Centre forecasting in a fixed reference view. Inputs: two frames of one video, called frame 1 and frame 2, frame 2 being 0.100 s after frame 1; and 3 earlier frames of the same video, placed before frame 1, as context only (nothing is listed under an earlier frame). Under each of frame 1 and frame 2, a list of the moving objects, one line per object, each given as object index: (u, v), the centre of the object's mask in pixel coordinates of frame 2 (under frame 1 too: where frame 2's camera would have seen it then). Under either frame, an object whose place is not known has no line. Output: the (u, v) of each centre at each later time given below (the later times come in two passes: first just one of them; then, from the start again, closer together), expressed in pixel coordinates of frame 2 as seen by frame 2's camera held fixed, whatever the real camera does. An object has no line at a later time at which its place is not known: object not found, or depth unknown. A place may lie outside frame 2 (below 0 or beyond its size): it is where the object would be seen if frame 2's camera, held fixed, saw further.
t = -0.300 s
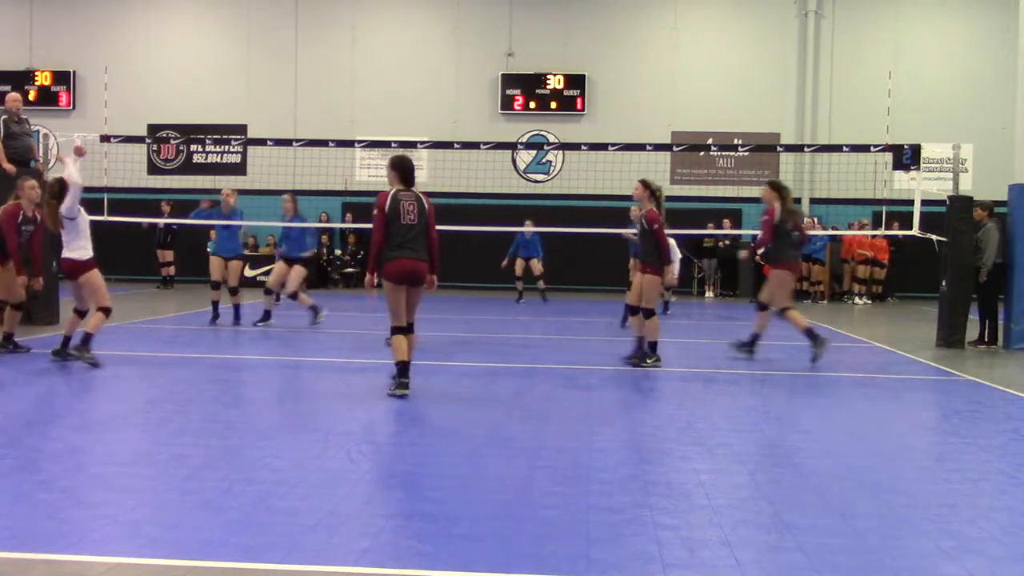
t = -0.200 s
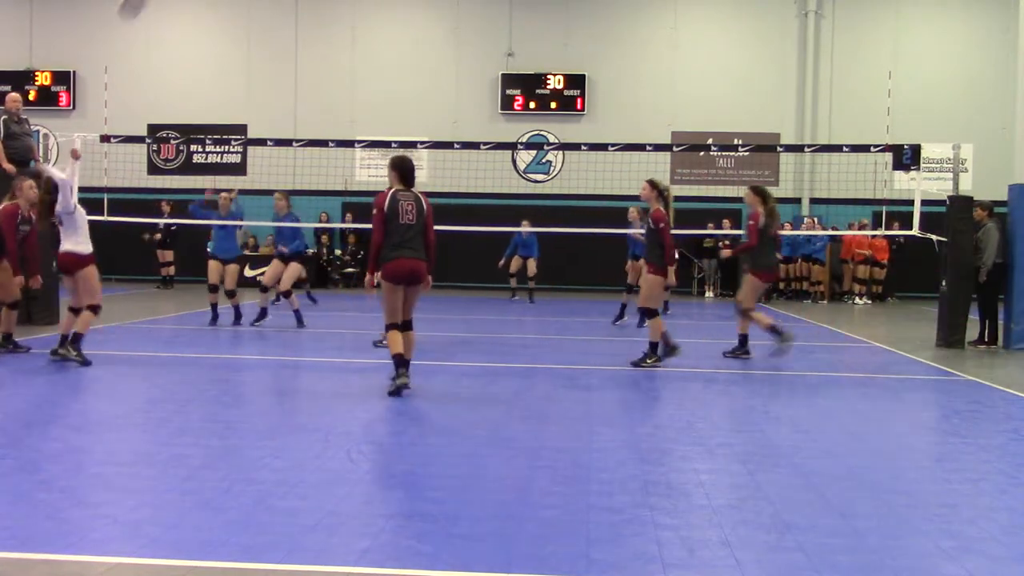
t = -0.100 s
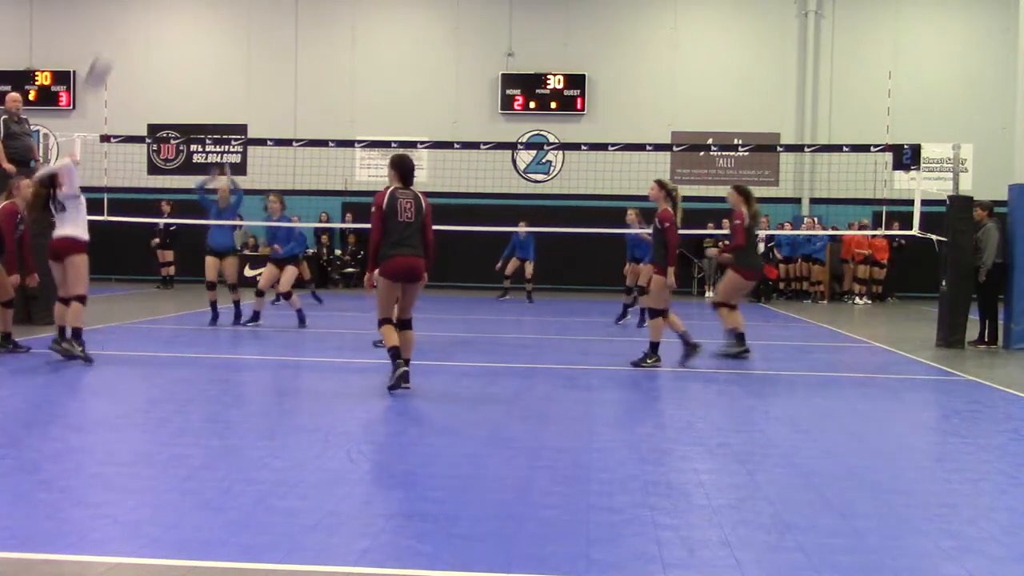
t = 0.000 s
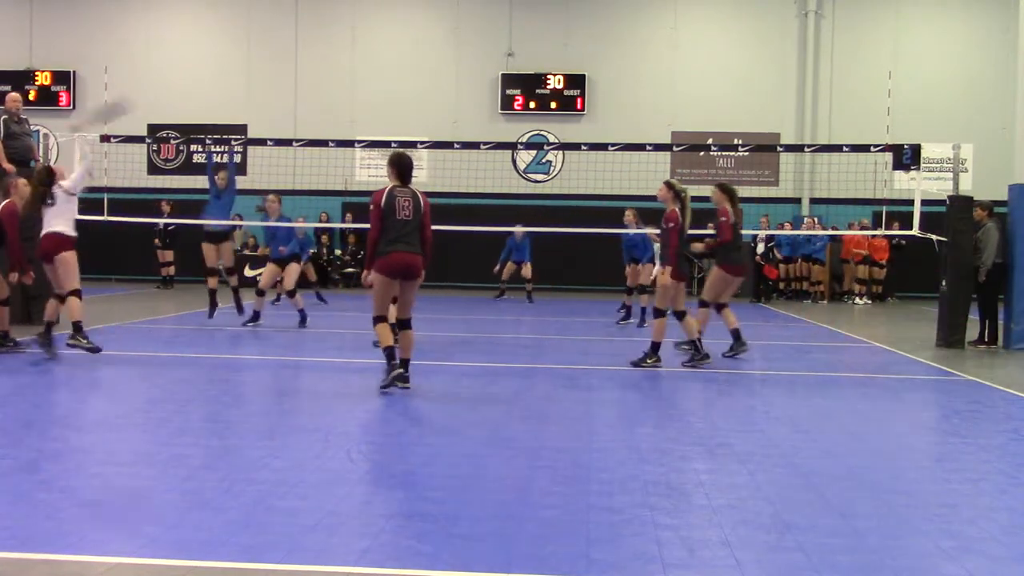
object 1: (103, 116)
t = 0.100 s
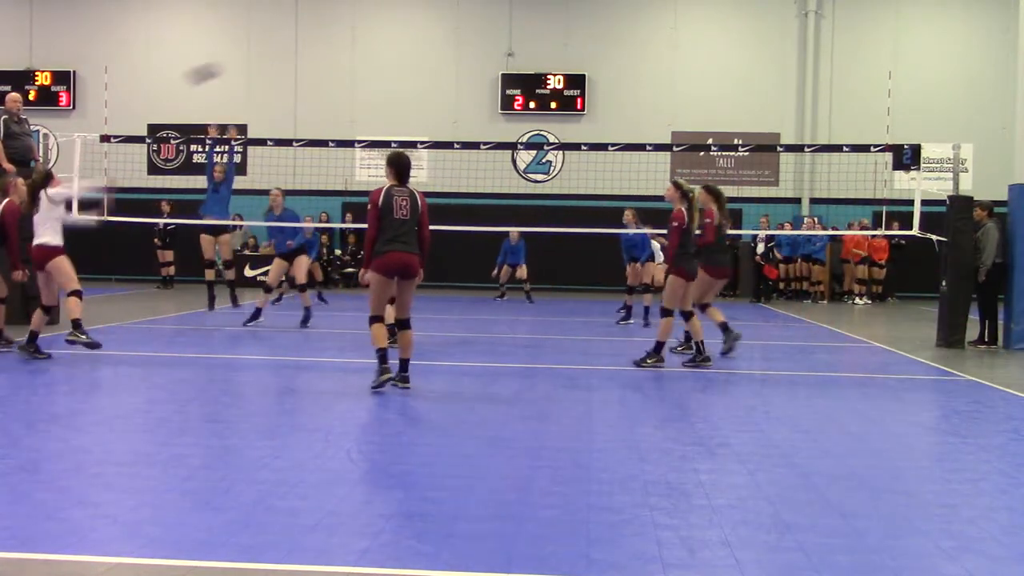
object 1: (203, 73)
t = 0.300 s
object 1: (339, 38)
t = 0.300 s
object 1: (339, 38)
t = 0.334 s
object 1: (357, 37)
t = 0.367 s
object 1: (374, 36)
